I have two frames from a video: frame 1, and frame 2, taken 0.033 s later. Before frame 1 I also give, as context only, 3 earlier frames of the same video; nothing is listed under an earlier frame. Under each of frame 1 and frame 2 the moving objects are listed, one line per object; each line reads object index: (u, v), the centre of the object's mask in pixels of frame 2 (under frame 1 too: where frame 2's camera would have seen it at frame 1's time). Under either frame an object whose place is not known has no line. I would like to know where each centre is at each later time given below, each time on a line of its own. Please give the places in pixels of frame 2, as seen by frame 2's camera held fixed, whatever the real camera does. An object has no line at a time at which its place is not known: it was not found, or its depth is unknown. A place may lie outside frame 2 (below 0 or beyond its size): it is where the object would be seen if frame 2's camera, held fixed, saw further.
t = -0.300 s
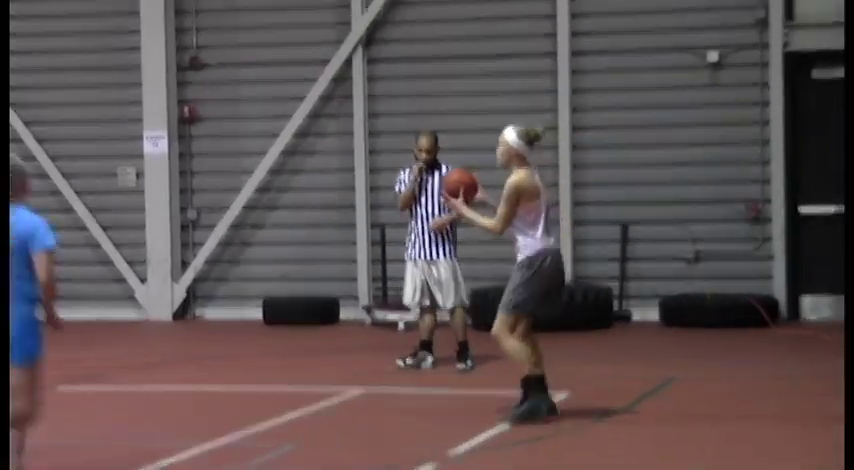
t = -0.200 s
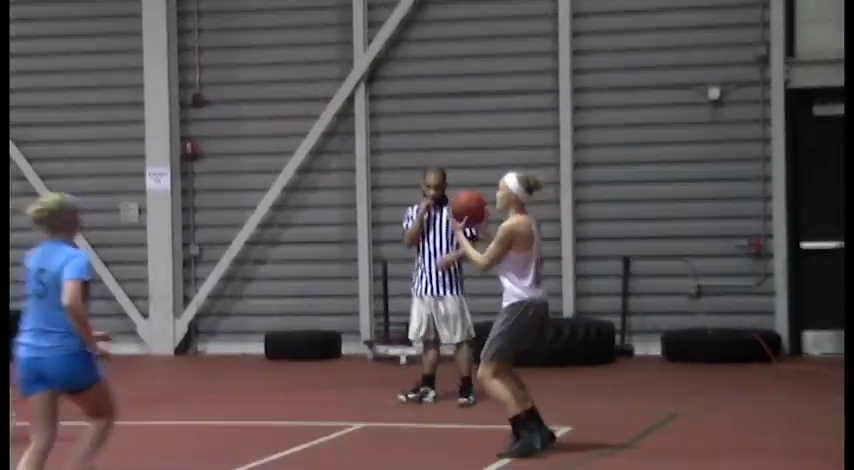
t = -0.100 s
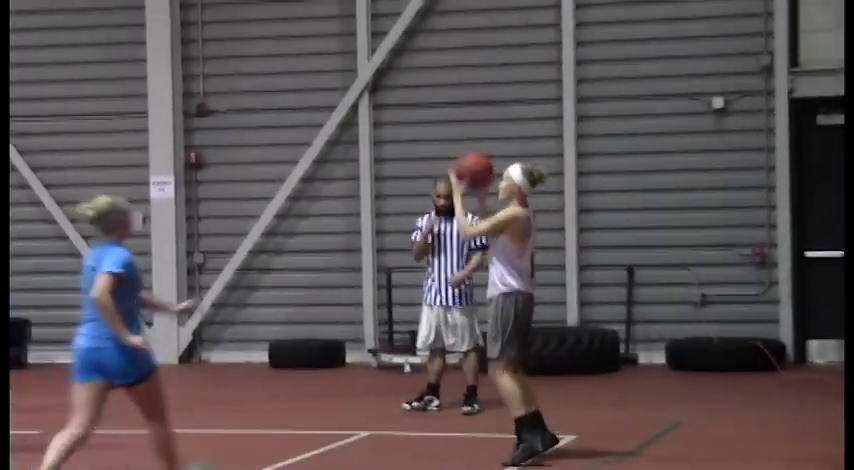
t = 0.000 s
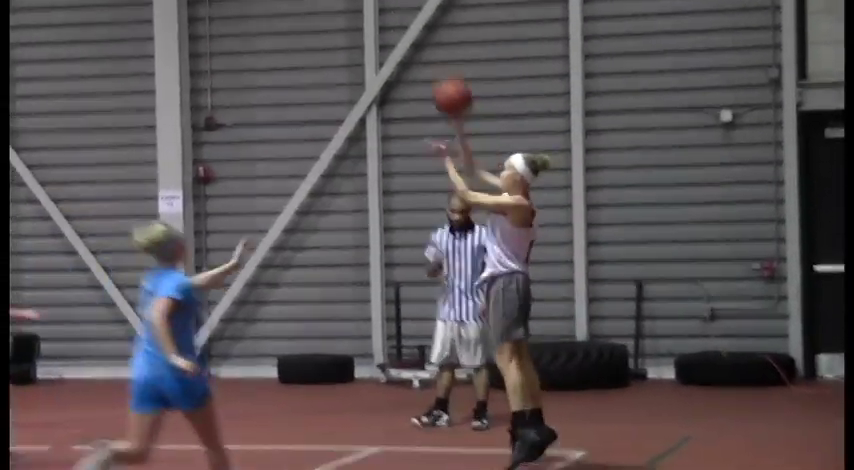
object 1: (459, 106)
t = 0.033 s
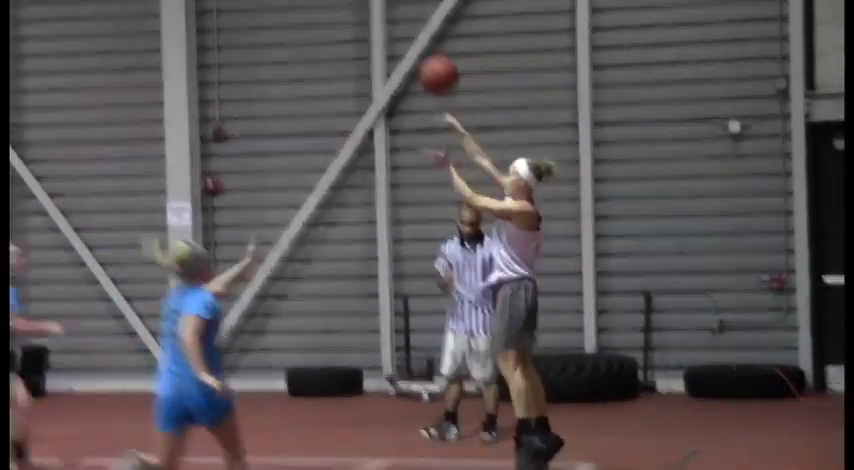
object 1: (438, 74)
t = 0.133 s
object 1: (367, -18)
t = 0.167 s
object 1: (342, -44)
